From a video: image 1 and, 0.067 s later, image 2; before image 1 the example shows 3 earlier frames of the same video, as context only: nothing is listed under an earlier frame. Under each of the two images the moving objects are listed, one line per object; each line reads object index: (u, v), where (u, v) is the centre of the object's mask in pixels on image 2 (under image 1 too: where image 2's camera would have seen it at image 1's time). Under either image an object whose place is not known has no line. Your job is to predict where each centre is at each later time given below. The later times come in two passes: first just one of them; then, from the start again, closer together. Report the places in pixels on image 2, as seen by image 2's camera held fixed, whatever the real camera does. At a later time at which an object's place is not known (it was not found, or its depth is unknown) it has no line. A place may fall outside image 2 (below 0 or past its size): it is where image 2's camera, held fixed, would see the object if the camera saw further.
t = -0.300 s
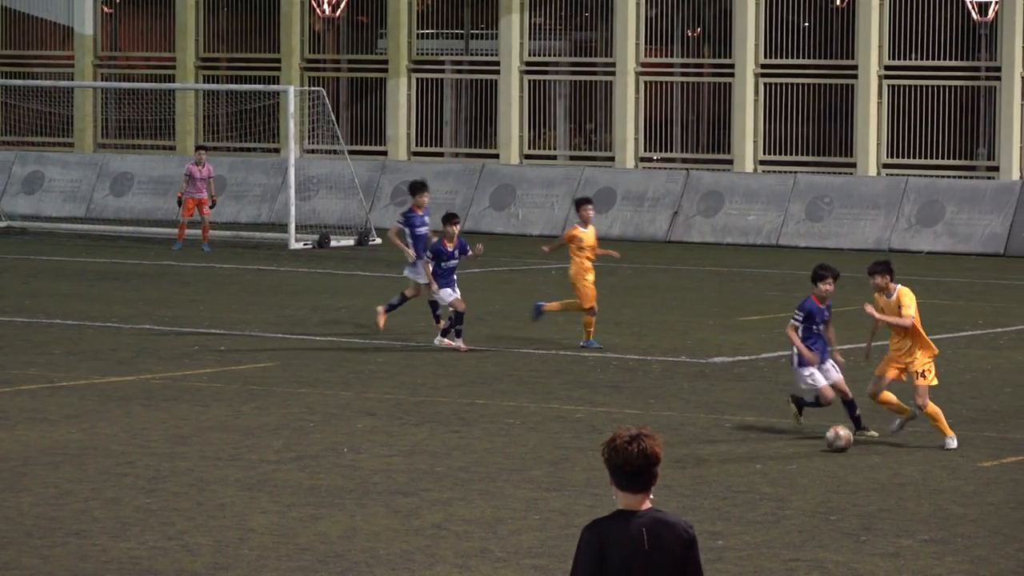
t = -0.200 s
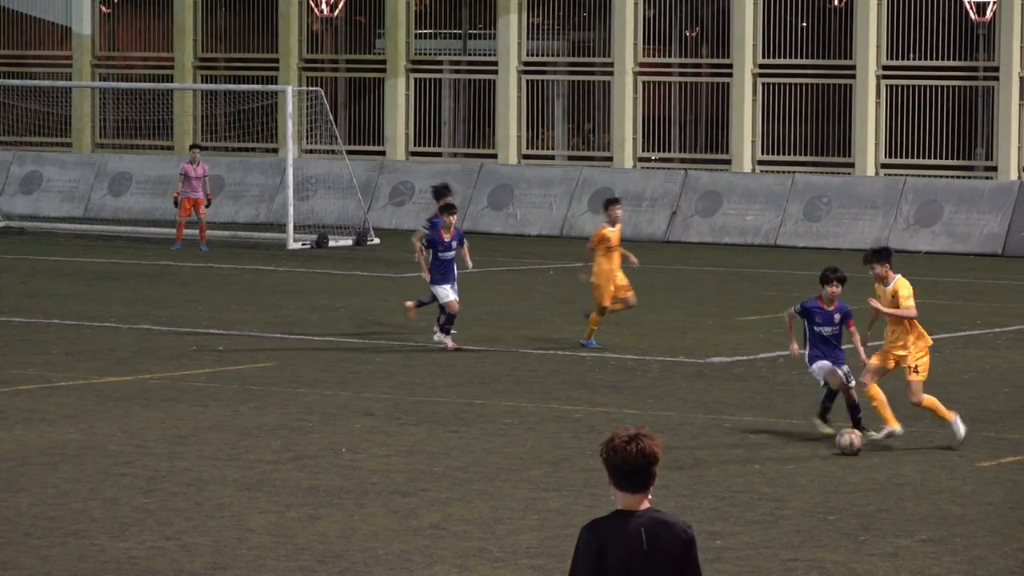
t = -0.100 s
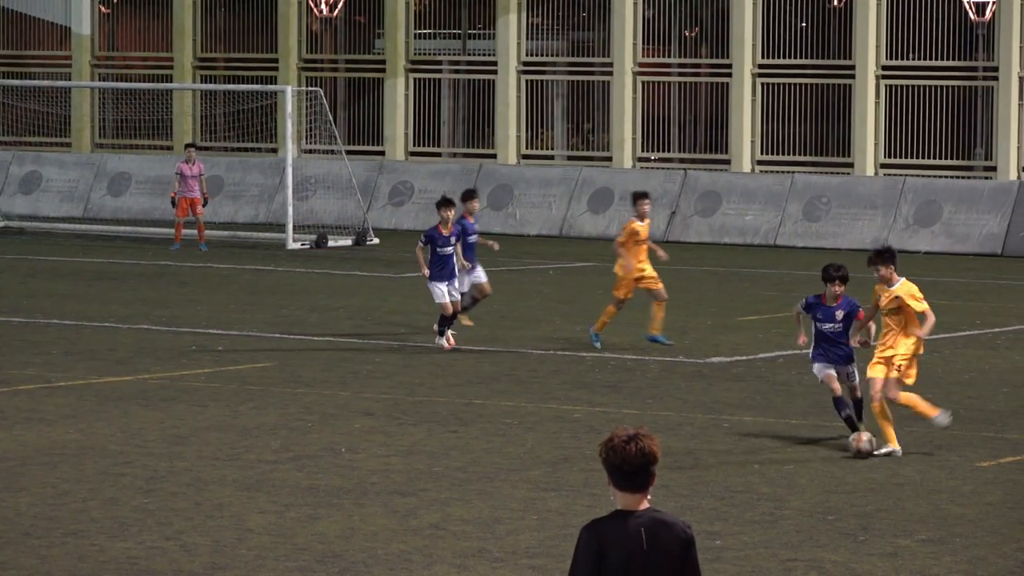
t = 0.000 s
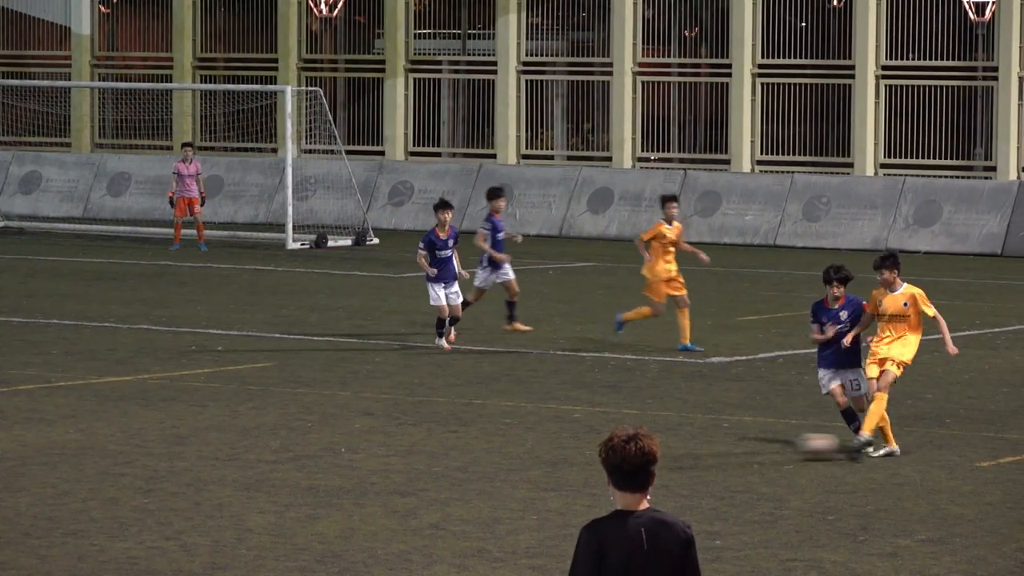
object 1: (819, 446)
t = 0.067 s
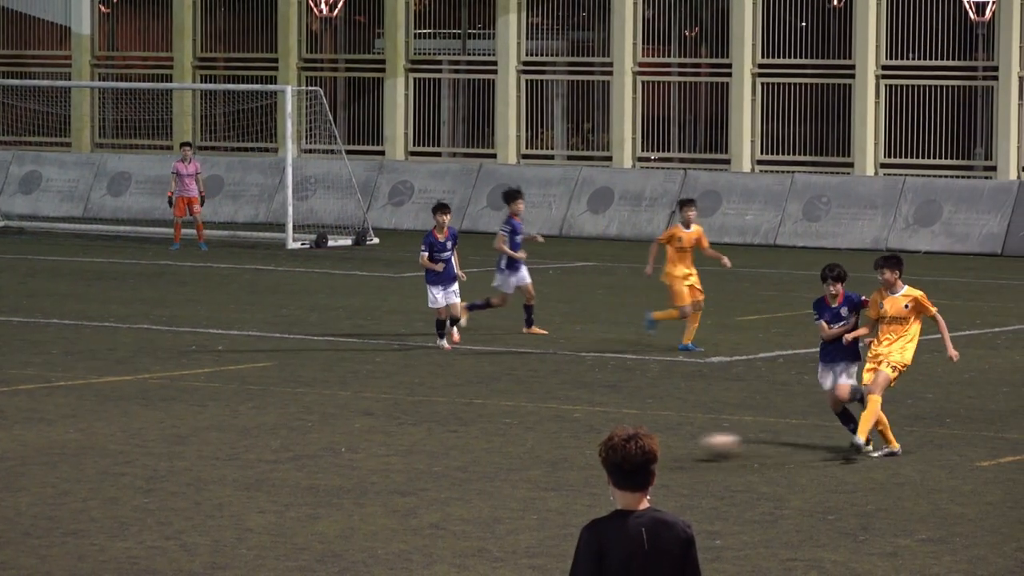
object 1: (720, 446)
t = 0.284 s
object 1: (419, 450)
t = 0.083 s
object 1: (694, 447)
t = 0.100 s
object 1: (673, 447)
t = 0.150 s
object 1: (590, 447)
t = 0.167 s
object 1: (576, 446)
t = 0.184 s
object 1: (554, 446)
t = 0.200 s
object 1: (532, 445)
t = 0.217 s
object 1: (510, 445)
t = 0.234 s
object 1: (488, 447)
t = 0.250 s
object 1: (466, 447)
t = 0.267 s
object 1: (441, 449)
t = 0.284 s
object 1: (419, 450)
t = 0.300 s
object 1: (397, 452)
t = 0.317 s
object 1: (378, 451)
